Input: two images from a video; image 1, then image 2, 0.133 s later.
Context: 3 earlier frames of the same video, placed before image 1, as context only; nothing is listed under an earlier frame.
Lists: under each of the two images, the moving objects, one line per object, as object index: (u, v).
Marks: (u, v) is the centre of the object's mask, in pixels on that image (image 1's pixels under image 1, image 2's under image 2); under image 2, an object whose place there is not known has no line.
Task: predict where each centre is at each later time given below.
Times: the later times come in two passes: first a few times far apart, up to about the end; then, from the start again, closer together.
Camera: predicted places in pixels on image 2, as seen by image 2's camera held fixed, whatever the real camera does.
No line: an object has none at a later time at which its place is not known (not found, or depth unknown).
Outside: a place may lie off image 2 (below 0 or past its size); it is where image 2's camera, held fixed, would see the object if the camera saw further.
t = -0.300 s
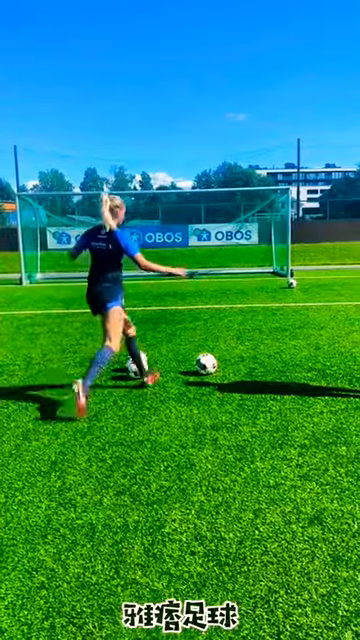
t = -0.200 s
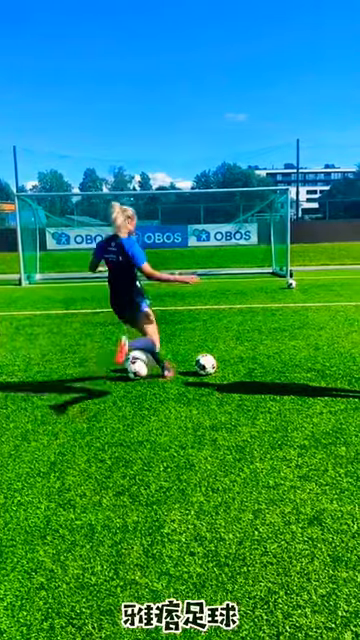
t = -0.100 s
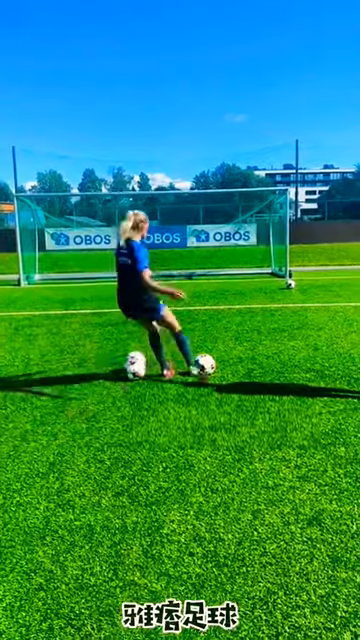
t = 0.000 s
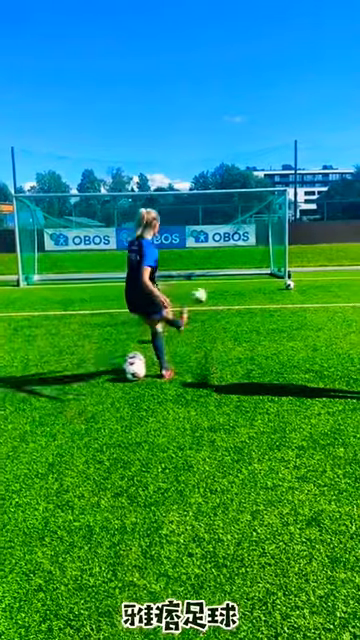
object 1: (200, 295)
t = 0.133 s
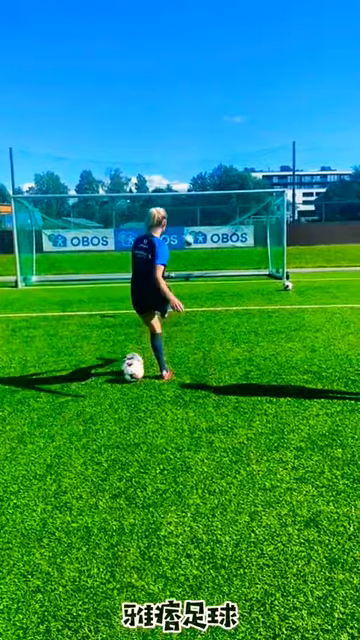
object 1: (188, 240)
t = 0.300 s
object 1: (178, 206)
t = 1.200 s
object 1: (194, 72)
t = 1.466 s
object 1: (221, 81)
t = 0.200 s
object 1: (184, 222)
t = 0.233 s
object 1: (182, 217)
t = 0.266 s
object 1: (179, 211)
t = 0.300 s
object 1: (178, 206)
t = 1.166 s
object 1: (192, 75)
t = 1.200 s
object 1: (194, 72)
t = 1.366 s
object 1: (211, 70)
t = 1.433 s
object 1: (216, 76)
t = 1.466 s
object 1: (221, 81)
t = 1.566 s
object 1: (237, 106)
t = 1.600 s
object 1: (243, 121)
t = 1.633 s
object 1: (250, 136)
